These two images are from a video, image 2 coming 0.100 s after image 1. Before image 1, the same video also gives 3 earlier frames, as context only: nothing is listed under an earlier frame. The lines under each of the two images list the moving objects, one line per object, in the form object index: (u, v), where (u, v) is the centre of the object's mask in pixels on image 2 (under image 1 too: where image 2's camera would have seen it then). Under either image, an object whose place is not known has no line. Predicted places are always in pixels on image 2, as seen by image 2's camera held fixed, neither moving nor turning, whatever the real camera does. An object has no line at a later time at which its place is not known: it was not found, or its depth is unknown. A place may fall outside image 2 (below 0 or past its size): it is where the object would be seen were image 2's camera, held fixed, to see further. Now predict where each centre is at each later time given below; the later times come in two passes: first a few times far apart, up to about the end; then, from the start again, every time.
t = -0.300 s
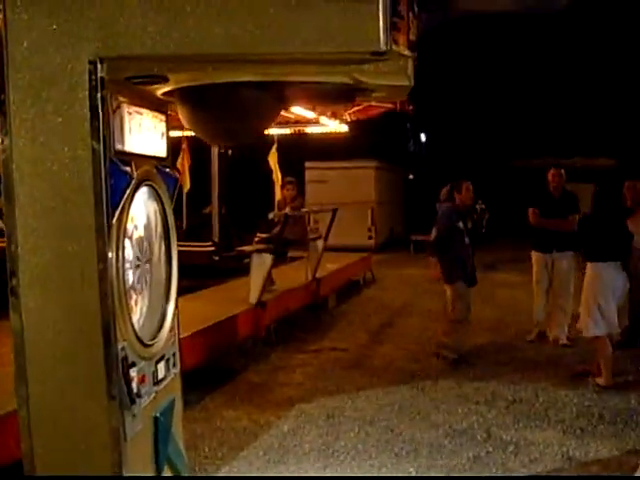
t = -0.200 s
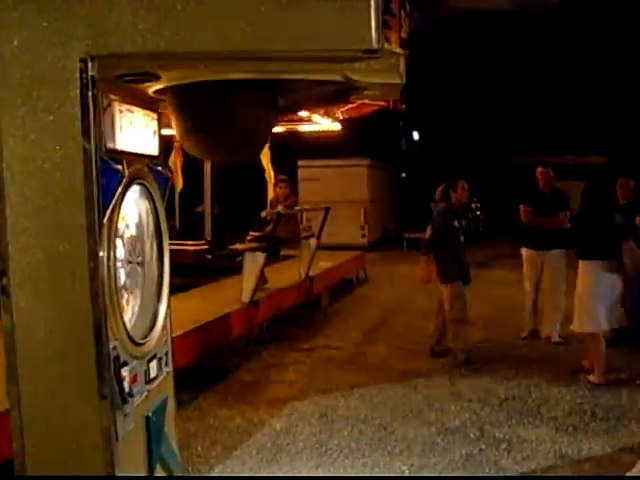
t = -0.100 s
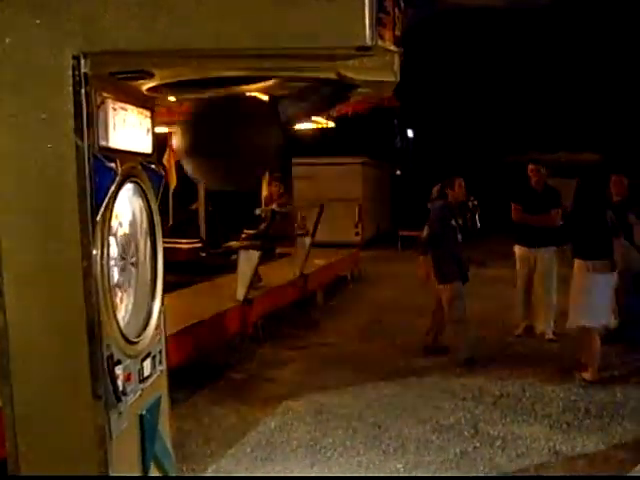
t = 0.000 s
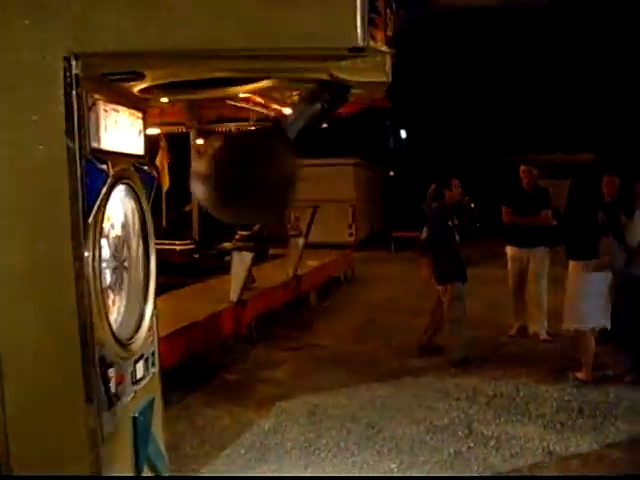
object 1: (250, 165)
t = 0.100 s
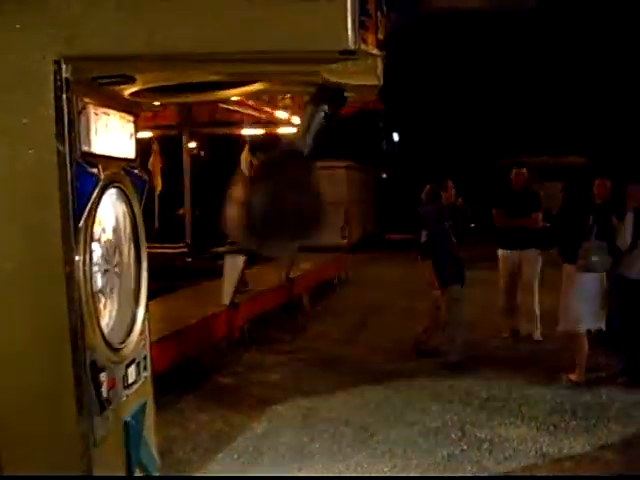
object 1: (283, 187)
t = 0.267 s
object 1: (349, 190)
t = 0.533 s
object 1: (295, 191)
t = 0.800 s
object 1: (282, 187)
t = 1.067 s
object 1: (299, 191)
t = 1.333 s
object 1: (335, 195)
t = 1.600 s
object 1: (334, 196)
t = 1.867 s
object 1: (341, 196)
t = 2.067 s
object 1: (340, 196)
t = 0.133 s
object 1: (296, 190)
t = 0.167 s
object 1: (310, 194)
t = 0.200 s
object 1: (327, 194)
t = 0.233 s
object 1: (341, 189)
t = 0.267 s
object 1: (349, 190)
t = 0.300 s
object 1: (349, 189)
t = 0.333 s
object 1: (342, 191)
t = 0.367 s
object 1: (331, 195)
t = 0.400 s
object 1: (326, 194)
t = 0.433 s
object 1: (315, 192)
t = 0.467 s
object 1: (305, 193)
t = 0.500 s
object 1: (300, 192)
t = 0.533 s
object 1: (295, 191)
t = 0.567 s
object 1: (289, 191)
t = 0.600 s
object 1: (286, 189)
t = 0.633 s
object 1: (283, 188)
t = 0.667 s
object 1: (282, 187)
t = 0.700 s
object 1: (281, 187)
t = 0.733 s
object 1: (281, 187)
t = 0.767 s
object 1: (281, 187)
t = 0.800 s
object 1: (282, 187)
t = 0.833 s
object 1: (283, 187)
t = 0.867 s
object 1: (285, 188)
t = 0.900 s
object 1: (286, 188)
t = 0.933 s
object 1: (288, 189)
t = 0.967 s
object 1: (290, 189)
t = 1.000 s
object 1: (293, 190)
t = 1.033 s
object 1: (295, 191)
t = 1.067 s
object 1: (299, 191)
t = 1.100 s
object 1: (301, 192)
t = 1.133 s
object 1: (305, 194)
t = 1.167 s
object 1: (310, 195)
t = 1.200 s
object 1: (314, 196)
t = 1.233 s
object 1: (320, 195)
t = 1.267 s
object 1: (323, 195)
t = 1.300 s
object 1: (329, 196)
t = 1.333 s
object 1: (335, 195)
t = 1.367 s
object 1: (339, 195)
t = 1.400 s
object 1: (343, 195)
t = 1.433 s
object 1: (343, 195)
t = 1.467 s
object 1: (341, 195)
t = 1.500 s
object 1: (338, 195)
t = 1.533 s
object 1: (336, 195)
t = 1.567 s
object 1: (335, 195)
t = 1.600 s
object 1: (334, 196)
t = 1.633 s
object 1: (336, 196)
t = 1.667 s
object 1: (336, 196)
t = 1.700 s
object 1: (337, 195)
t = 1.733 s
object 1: (338, 196)
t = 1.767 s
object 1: (339, 195)
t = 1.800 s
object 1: (340, 196)
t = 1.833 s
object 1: (341, 196)
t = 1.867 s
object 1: (341, 196)
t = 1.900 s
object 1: (341, 195)
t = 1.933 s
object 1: (340, 196)
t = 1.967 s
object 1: (340, 196)
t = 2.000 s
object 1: (340, 196)
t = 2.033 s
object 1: (340, 196)
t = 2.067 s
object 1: (340, 196)
